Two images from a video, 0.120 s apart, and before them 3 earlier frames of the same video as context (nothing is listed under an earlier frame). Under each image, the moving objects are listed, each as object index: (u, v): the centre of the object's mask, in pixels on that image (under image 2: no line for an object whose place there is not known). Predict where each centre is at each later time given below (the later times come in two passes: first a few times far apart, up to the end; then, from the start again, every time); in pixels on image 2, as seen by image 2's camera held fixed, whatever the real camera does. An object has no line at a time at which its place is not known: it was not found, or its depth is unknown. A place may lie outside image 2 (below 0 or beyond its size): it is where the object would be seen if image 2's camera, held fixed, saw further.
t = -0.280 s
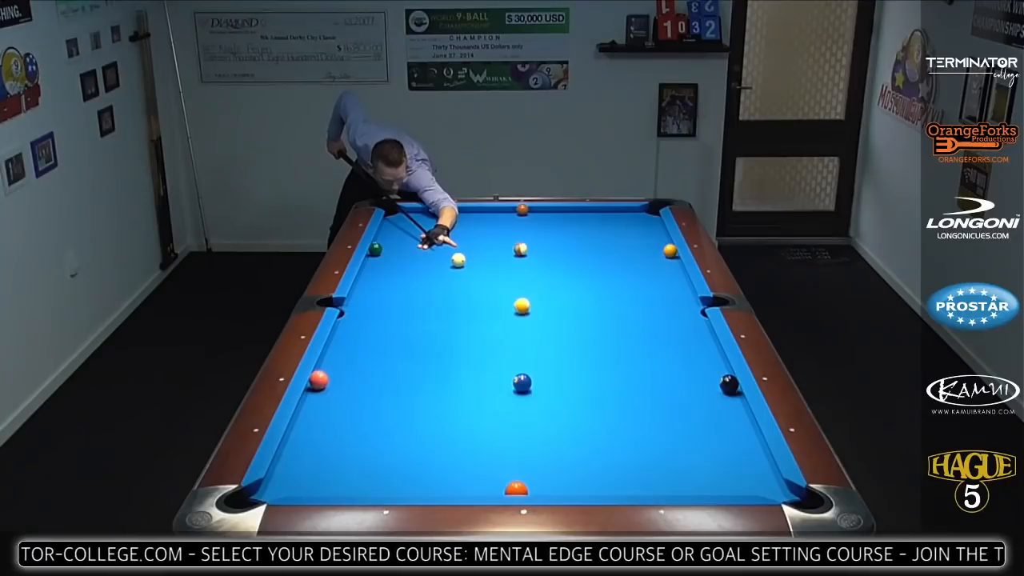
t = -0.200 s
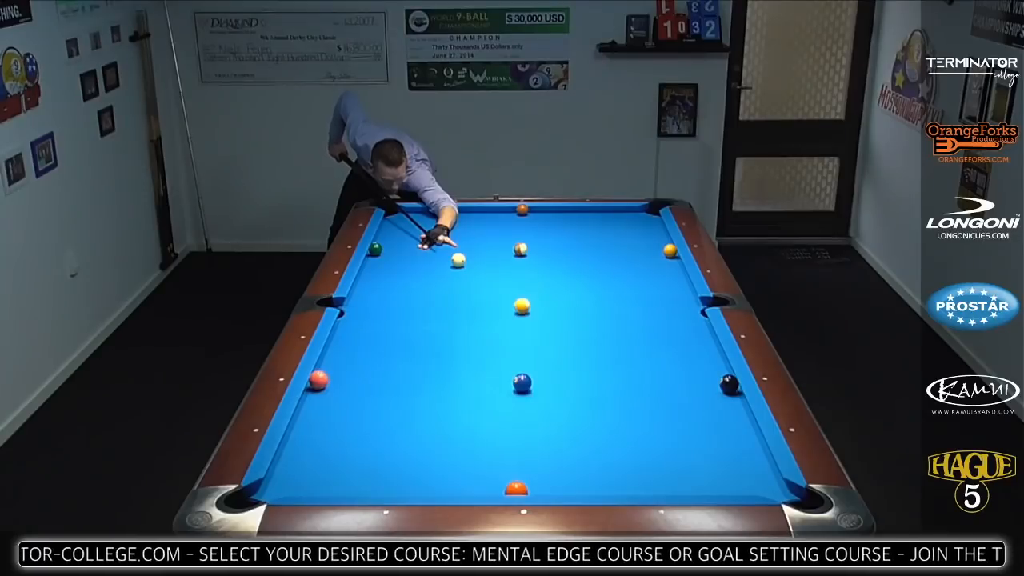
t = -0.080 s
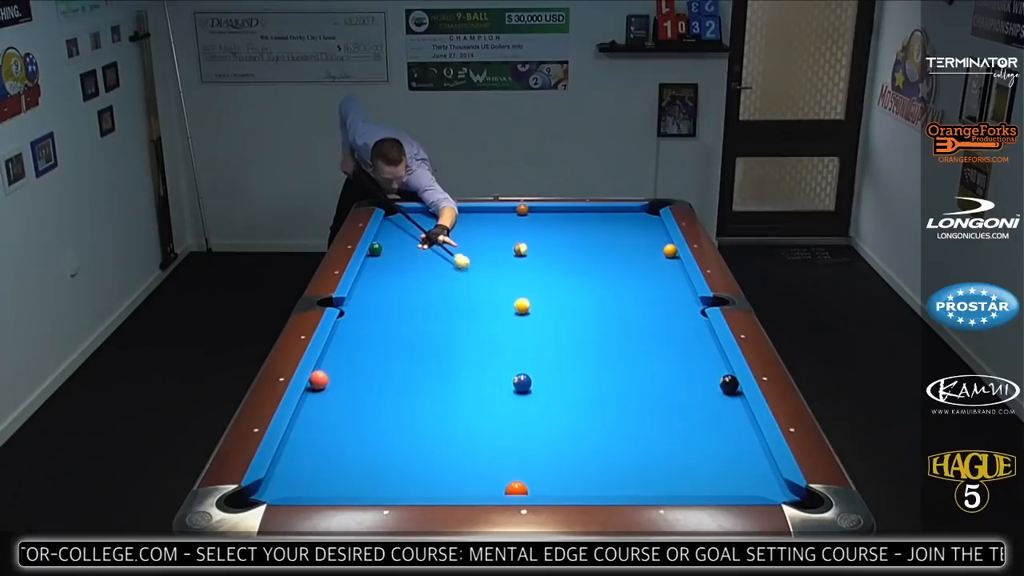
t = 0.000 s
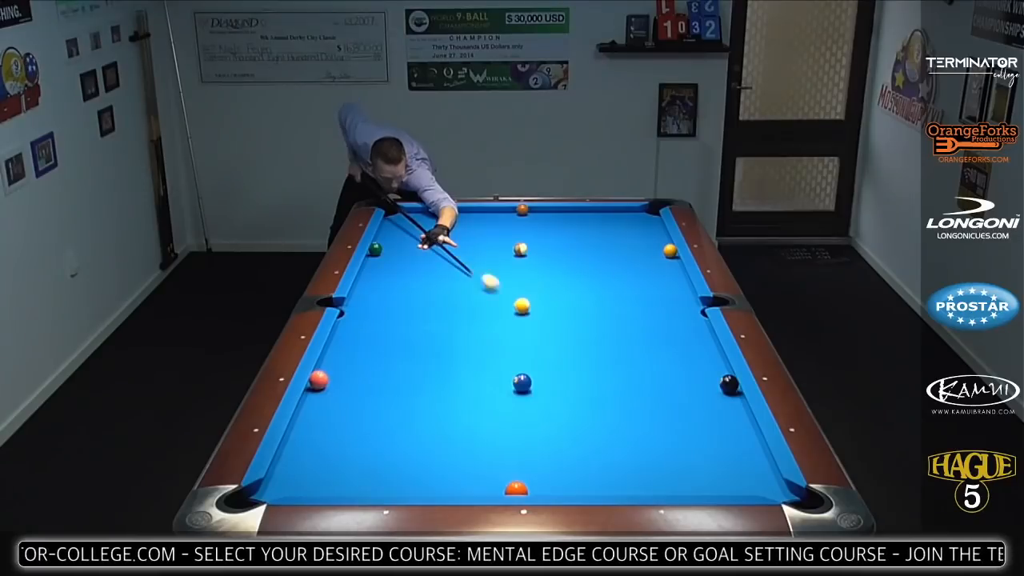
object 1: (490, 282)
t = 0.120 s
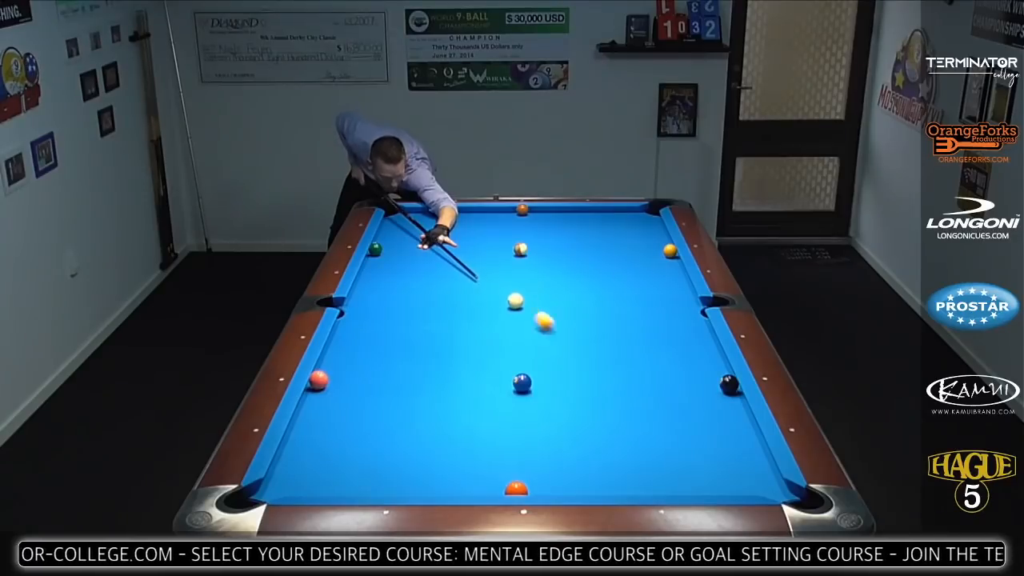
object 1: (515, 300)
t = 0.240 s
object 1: (518, 302)
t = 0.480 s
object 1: (523, 306)
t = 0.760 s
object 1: (528, 309)
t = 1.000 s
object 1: (532, 311)
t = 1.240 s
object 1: (536, 313)
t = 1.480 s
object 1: (539, 315)
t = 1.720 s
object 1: (541, 316)
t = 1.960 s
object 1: (543, 317)
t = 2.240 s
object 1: (544, 318)
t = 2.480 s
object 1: (544, 318)
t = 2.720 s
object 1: (544, 318)
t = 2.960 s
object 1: (544, 318)
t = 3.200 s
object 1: (544, 318)
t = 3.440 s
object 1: (544, 318)
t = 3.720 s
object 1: (544, 318)
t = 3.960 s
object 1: (544, 318)
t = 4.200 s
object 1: (544, 318)
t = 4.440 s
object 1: (544, 318)
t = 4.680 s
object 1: (544, 318)
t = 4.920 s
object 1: (544, 318)
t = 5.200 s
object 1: (544, 318)
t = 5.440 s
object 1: (544, 318)
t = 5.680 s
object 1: (544, 318)
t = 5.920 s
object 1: (544, 318)
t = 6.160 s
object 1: (544, 318)
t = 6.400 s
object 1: (544, 318)
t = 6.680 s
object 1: (544, 318)
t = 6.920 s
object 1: (544, 318)
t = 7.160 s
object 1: (544, 318)
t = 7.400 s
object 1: (544, 318)
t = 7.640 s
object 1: (544, 318)
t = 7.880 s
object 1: (544, 318)
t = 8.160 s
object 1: (544, 318)
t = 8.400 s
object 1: (544, 318)
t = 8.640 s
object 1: (544, 318)
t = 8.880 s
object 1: (544, 318)
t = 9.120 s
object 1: (544, 318)
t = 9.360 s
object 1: (544, 318)
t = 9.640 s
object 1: (544, 318)
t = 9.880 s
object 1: (544, 318)
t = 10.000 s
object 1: (544, 318)
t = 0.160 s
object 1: (516, 301)
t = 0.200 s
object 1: (517, 301)
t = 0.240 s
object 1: (518, 302)
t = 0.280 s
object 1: (518, 303)
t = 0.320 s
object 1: (519, 303)
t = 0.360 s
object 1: (520, 304)
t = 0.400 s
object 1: (521, 304)
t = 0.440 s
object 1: (522, 305)
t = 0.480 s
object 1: (523, 306)
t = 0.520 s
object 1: (524, 306)
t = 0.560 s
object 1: (524, 306)
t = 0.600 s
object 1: (525, 307)
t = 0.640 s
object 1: (526, 307)
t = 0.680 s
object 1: (527, 308)
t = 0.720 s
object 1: (528, 308)
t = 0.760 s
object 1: (528, 309)
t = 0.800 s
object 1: (529, 309)
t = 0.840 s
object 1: (530, 309)
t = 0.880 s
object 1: (530, 310)
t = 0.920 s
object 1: (531, 310)
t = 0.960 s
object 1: (532, 311)
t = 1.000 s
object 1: (532, 311)
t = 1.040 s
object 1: (533, 311)
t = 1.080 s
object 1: (534, 312)
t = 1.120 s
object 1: (534, 312)
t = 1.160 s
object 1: (535, 313)
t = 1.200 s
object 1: (535, 313)
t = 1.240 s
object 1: (536, 313)
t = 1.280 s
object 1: (537, 314)
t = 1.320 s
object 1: (537, 314)
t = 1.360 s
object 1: (538, 314)
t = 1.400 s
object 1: (538, 314)
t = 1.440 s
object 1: (538, 315)
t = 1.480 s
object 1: (539, 315)
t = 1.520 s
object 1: (539, 315)
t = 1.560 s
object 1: (540, 316)
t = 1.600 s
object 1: (540, 316)
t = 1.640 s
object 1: (541, 316)
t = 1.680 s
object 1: (541, 316)
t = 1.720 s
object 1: (541, 316)
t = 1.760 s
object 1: (541, 316)
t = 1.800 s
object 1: (542, 317)
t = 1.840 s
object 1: (542, 317)
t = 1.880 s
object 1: (542, 317)
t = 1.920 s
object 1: (542, 317)
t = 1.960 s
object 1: (543, 317)
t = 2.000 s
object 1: (543, 317)
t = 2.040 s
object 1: (543, 317)
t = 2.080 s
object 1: (543, 317)
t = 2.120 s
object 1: (543, 317)
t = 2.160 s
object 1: (544, 318)
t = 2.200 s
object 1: (544, 318)
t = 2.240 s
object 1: (544, 318)
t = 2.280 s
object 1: (544, 318)
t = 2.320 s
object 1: (544, 318)
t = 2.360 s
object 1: (544, 318)
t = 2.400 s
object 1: (544, 318)
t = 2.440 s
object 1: (544, 318)
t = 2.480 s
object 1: (544, 318)
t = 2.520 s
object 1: (544, 318)
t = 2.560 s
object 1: (544, 318)
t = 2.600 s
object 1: (544, 318)
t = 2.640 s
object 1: (544, 318)
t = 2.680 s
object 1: (544, 318)
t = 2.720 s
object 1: (544, 318)
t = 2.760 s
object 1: (544, 318)
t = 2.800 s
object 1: (544, 318)
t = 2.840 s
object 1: (544, 318)
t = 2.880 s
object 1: (544, 318)
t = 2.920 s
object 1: (544, 318)
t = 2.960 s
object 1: (544, 318)
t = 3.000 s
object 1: (544, 318)
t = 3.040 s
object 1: (544, 318)
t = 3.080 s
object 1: (544, 318)
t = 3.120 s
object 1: (544, 318)
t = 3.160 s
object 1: (544, 318)
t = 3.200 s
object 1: (544, 318)
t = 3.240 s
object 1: (544, 318)
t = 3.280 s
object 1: (544, 318)
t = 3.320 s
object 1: (544, 318)
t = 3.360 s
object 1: (544, 318)
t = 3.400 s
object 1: (544, 318)
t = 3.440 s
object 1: (544, 318)
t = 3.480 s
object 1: (544, 318)
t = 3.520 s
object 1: (544, 318)
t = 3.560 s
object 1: (544, 318)
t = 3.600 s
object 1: (544, 318)
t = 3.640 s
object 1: (544, 318)
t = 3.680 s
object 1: (544, 318)
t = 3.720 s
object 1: (544, 318)
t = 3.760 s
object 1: (544, 318)
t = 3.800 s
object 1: (544, 318)
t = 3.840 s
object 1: (544, 318)
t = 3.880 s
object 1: (544, 318)
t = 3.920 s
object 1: (544, 318)
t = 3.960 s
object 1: (544, 318)
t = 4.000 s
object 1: (544, 318)
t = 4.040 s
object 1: (544, 318)
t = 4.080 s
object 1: (544, 318)
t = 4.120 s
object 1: (544, 318)
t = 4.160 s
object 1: (544, 318)
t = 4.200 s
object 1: (544, 318)
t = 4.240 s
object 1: (544, 318)
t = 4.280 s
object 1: (544, 318)
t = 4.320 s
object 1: (544, 318)
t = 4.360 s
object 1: (544, 318)
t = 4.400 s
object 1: (544, 318)
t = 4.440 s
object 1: (544, 318)
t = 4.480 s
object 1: (544, 318)
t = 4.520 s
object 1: (544, 318)
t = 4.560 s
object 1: (544, 318)
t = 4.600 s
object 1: (544, 318)
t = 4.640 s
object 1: (544, 318)
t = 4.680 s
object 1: (544, 318)
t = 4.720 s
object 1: (544, 318)
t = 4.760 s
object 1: (544, 318)
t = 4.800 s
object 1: (544, 318)
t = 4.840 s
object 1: (544, 318)
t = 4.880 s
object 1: (544, 318)
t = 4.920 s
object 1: (544, 318)
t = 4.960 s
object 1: (544, 318)
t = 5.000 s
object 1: (544, 318)
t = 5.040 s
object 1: (544, 318)
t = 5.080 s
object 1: (544, 318)
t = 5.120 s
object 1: (544, 318)
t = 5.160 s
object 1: (544, 318)
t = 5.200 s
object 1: (544, 318)
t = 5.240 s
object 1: (544, 318)
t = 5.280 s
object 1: (544, 318)
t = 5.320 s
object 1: (544, 318)
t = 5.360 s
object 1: (544, 318)
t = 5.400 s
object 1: (544, 318)
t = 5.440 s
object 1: (544, 318)
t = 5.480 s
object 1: (544, 318)
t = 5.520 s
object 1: (544, 318)
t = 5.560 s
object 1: (544, 318)
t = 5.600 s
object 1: (544, 318)
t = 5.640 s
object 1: (544, 318)
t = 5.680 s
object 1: (544, 318)
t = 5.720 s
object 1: (544, 318)
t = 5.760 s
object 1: (544, 318)
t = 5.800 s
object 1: (544, 318)
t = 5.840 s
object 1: (544, 318)
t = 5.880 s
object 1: (544, 318)
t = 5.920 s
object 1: (544, 318)
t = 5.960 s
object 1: (544, 318)
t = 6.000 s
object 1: (544, 318)
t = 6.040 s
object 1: (544, 318)
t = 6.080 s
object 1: (544, 318)
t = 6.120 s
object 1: (544, 318)
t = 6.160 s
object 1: (544, 318)
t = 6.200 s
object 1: (544, 318)
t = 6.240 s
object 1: (544, 318)
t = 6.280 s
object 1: (544, 318)
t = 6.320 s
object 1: (544, 318)
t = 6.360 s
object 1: (544, 318)
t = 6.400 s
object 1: (544, 318)
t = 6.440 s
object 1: (544, 318)
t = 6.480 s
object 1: (544, 318)
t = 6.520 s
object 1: (544, 318)
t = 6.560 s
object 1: (544, 318)
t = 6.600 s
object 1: (544, 318)
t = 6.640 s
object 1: (544, 318)
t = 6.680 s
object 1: (544, 318)
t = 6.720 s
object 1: (544, 318)
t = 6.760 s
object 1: (544, 318)
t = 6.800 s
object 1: (544, 318)
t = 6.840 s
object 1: (544, 318)
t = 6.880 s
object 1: (544, 318)
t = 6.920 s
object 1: (544, 318)
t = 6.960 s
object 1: (544, 318)
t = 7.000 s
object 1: (544, 318)
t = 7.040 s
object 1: (544, 318)
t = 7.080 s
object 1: (544, 318)
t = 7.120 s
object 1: (544, 318)
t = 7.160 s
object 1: (544, 318)
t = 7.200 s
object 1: (544, 318)
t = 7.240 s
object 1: (544, 318)
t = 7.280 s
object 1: (544, 318)
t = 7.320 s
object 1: (544, 318)
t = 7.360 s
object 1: (544, 318)
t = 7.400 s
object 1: (544, 318)
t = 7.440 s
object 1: (544, 318)
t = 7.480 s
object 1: (544, 318)
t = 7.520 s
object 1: (544, 318)
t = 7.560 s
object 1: (544, 318)
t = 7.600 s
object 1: (544, 318)
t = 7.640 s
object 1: (544, 318)
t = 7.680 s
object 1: (544, 318)
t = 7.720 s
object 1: (544, 318)
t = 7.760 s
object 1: (544, 318)
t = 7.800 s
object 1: (544, 318)
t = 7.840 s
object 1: (544, 318)
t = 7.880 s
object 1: (544, 318)
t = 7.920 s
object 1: (544, 318)
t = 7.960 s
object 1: (544, 318)
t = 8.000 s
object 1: (544, 318)
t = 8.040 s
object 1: (544, 318)
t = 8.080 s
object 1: (544, 318)
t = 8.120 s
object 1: (544, 318)
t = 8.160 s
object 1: (544, 318)
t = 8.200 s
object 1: (544, 318)
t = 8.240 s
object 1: (544, 318)
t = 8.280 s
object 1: (544, 318)
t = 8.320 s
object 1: (544, 318)
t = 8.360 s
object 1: (544, 318)
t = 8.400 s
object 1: (544, 318)
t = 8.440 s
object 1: (544, 318)
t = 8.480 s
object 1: (544, 318)
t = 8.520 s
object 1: (544, 318)
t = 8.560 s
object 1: (544, 318)
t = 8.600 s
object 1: (544, 318)
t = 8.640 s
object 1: (544, 318)
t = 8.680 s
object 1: (544, 318)
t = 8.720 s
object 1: (544, 318)
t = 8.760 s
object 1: (544, 318)
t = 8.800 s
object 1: (544, 318)
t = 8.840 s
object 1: (544, 318)
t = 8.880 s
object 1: (544, 318)
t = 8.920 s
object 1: (544, 318)
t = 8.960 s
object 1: (544, 318)
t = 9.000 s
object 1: (544, 318)
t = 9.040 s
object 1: (544, 318)
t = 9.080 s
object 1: (544, 318)
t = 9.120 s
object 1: (544, 318)
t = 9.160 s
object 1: (544, 318)
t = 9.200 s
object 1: (544, 318)
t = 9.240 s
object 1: (544, 318)
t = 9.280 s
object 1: (544, 318)
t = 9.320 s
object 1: (544, 318)
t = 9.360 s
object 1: (544, 318)
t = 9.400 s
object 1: (544, 318)
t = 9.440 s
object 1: (544, 318)
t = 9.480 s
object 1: (544, 318)
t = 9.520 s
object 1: (544, 318)
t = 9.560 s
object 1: (544, 318)
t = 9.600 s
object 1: (544, 318)
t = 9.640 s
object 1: (544, 318)
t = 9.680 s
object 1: (544, 318)
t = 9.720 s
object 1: (544, 318)
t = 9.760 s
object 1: (544, 318)
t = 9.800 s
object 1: (544, 318)
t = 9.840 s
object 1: (544, 318)
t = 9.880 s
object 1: (544, 318)
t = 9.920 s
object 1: (544, 318)
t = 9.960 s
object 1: (544, 318)
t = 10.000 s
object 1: (544, 318)
